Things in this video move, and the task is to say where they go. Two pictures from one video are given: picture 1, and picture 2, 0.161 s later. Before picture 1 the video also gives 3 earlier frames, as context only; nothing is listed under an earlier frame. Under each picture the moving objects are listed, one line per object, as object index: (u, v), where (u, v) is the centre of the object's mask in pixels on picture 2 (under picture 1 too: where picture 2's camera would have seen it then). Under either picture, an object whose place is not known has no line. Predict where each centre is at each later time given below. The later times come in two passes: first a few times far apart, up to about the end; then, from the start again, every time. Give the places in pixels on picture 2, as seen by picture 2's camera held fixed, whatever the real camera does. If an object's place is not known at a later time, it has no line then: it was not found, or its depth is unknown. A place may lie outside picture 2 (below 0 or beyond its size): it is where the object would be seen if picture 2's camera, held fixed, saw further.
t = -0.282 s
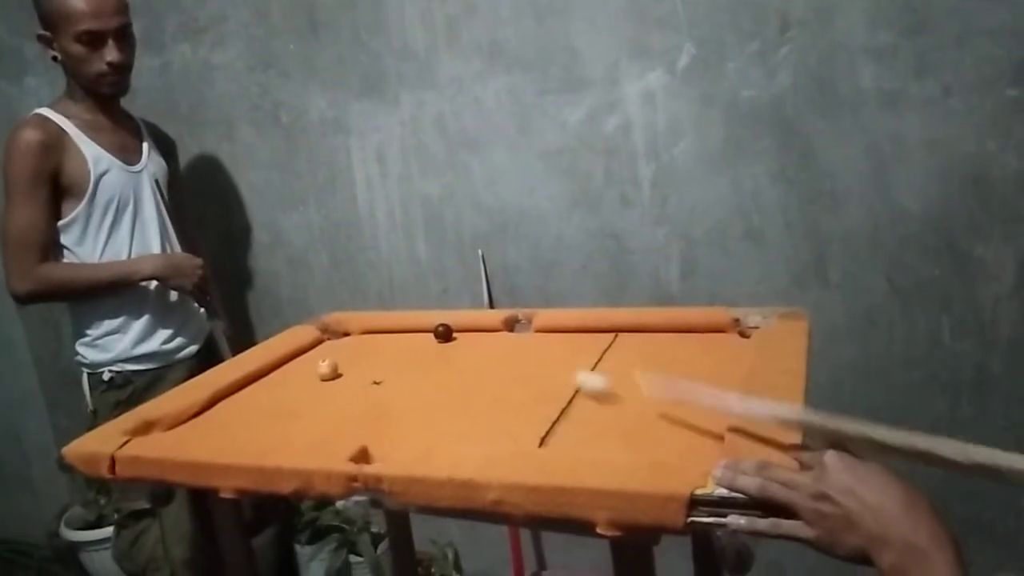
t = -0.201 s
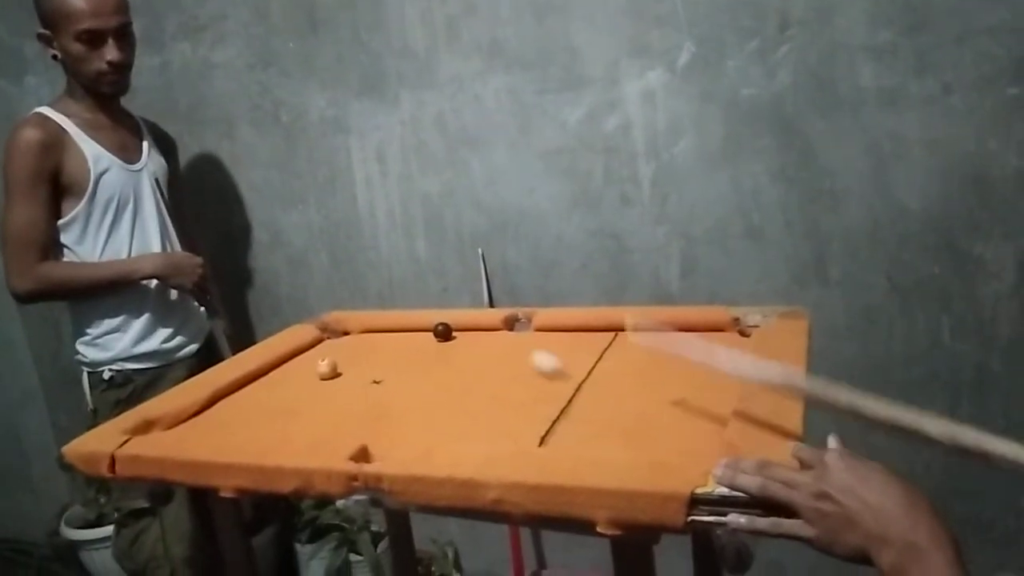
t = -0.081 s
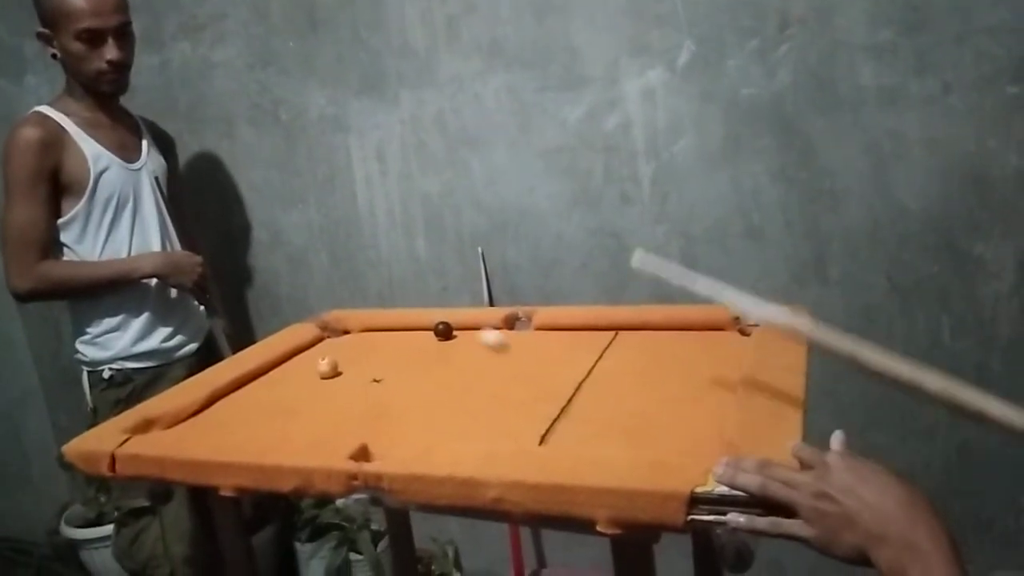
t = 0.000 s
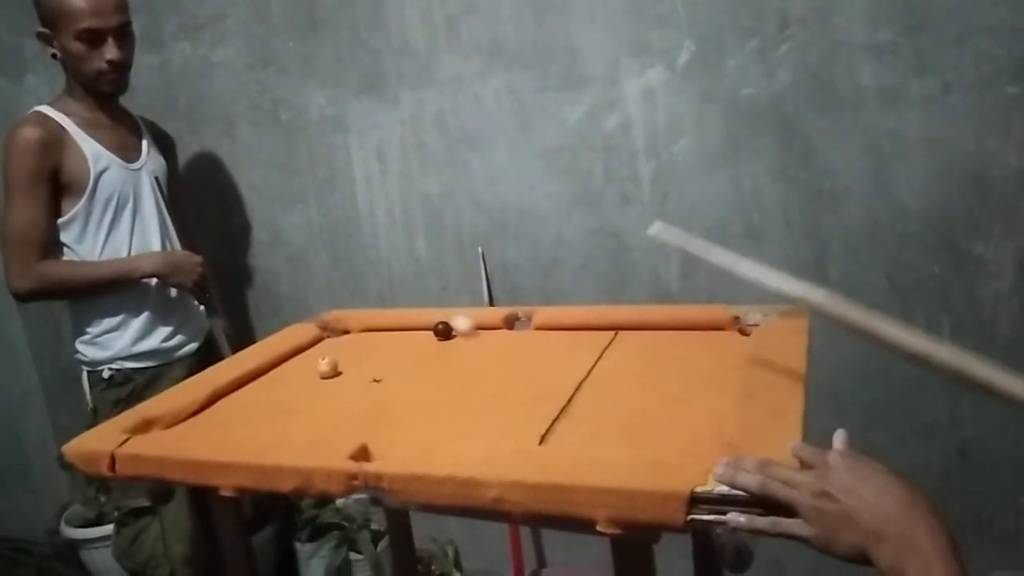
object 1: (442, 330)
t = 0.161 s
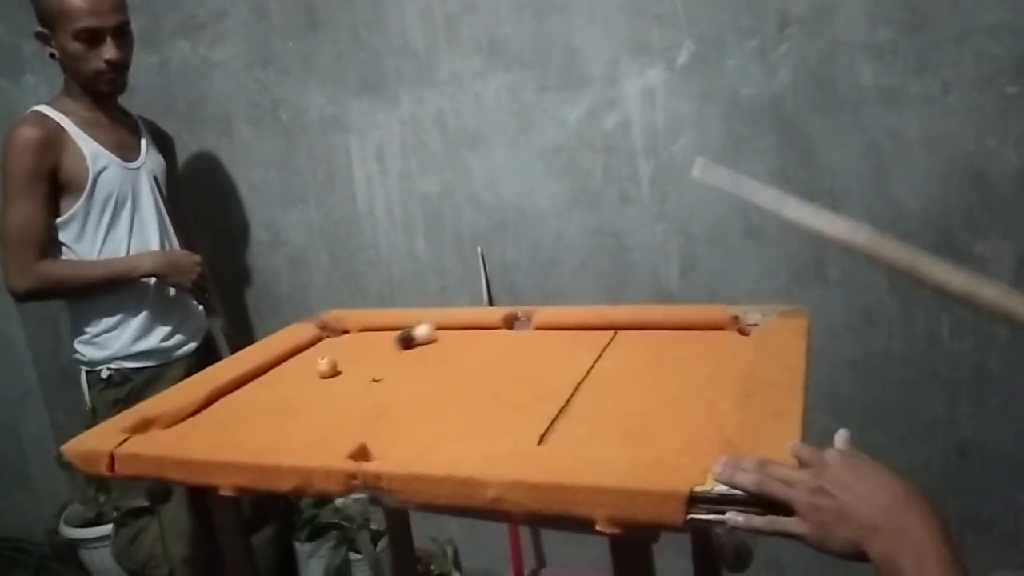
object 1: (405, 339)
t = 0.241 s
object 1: (387, 344)
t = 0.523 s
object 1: (324, 353)
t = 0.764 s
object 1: (283, 369)
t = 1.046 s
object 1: (253, 377)
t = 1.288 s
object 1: (254, 378)
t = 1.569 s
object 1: (254, 378)
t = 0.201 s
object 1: (396, 342)
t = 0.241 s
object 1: (387, 344)
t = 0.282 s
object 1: (377, 347)
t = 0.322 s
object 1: (368, 349)
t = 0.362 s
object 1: (359, 351)
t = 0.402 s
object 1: (350, 353)
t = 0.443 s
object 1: (343, 356)
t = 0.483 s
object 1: (335, 354)
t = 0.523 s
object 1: (324, 353)
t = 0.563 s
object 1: (313, 359)
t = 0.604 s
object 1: (308, 363)
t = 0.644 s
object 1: (302, 365)
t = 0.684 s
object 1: (295, 366)
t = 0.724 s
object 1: (288, 368)
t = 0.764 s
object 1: (283, 369)
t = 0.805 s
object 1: (277, 370)
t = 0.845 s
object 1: (271, 372)
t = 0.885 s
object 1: (266, 373)
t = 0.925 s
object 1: (262, 374)
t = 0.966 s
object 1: (257, 375)
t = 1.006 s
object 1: (253, 376)
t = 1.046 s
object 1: (253, 377)
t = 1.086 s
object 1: (253, 377)
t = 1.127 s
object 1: (254, 377)
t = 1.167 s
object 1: (254, 377)
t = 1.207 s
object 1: (254, 378)
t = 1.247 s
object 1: (254, 378)
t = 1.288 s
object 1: (254, 378)
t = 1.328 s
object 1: (254, 378)
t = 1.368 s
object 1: (254, 378)
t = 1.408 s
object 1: (254, 378)
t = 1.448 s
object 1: (254, 378)
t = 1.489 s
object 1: (254, 378)
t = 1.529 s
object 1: (254, 378)
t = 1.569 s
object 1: (254, 378)
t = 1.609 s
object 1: (254, 377)
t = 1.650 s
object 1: (254, 378)
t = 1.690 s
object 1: (253, 377)
